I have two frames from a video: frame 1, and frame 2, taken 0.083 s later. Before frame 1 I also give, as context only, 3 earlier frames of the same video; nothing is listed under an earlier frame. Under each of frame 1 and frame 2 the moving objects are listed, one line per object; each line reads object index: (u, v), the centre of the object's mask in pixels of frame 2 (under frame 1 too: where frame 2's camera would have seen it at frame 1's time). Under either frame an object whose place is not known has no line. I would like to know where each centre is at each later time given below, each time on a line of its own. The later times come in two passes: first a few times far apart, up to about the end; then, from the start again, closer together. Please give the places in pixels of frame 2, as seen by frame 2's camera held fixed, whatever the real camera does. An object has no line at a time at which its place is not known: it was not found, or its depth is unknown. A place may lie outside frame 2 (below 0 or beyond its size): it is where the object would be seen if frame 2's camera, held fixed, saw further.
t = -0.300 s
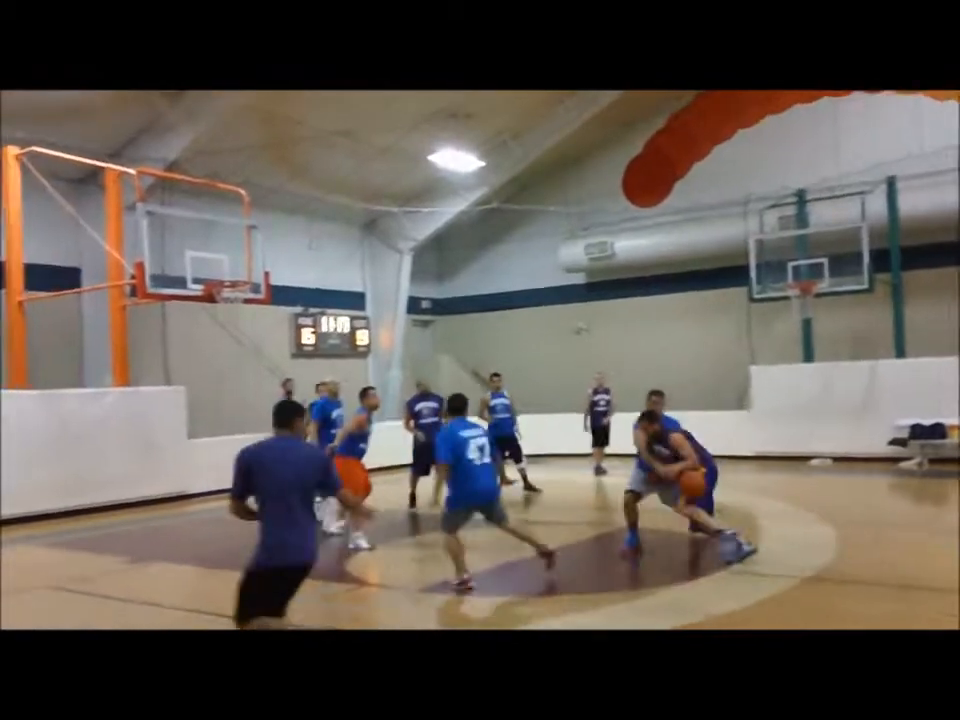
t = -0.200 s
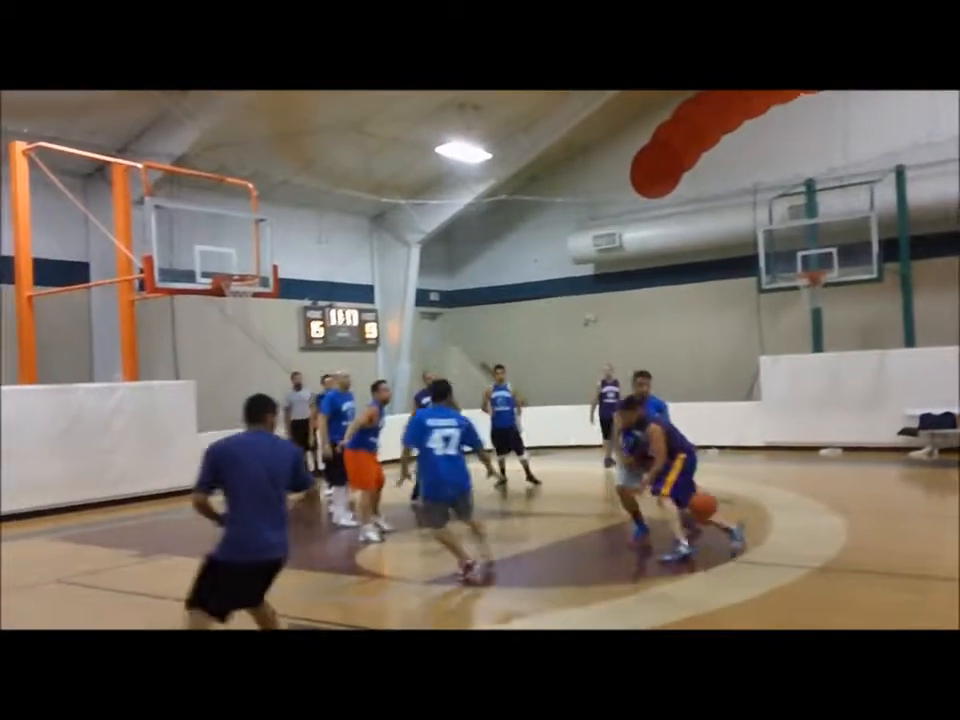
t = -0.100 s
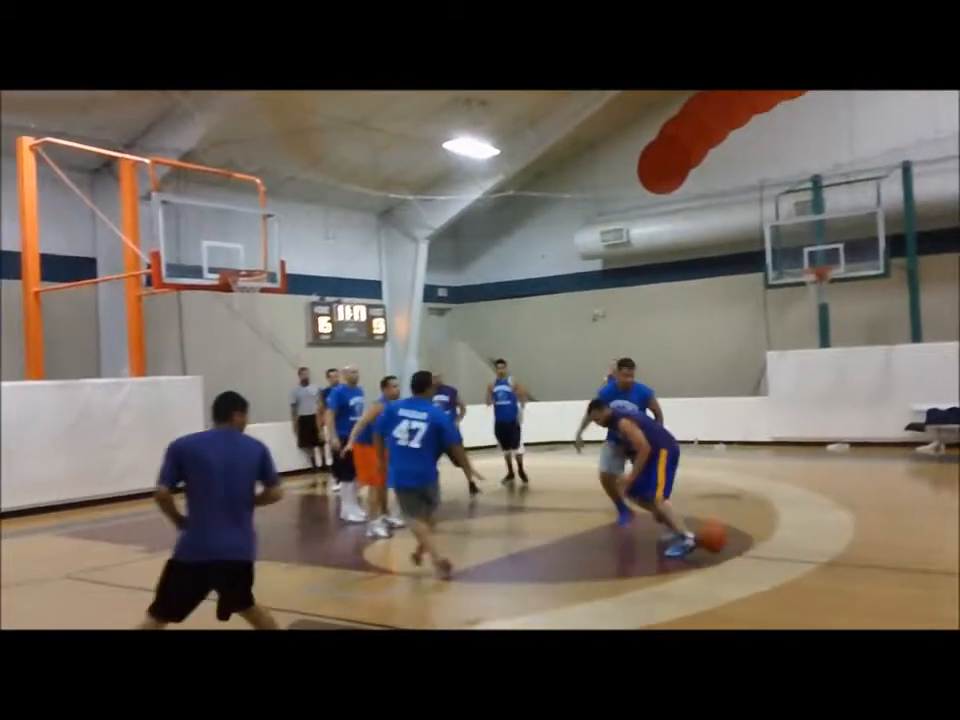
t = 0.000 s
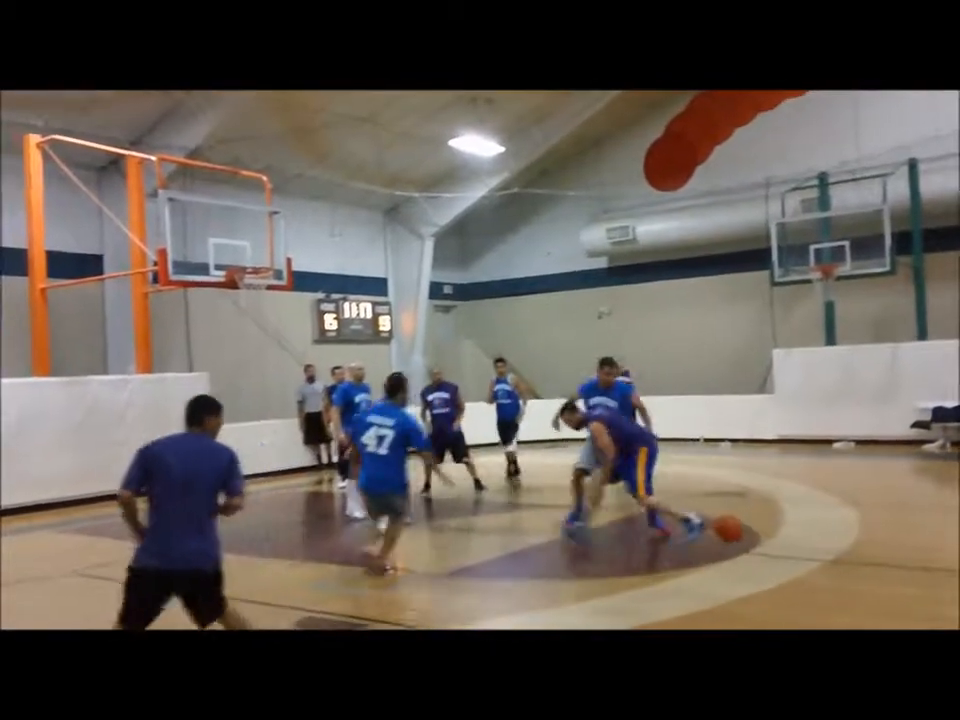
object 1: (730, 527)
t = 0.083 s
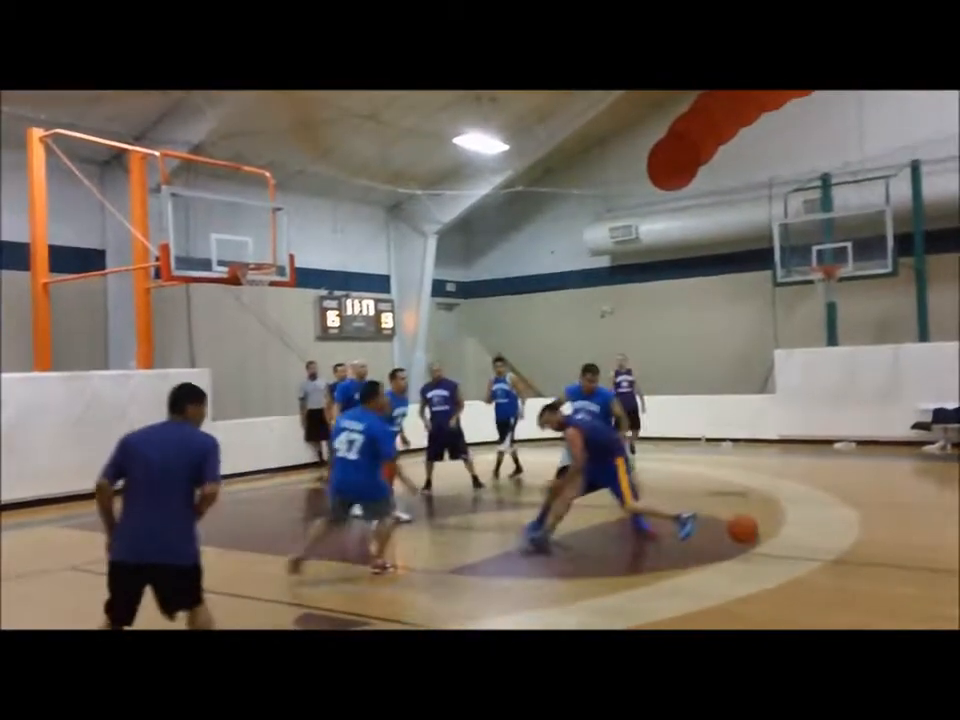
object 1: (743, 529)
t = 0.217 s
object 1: (762, 546)
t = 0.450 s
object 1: (813, 548)
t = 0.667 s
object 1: (856, 556)
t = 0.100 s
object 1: (744, 530)
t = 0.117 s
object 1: (748, 531)
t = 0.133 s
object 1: (749, 533)
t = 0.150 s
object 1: (752, 536)
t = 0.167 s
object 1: (754, 539)
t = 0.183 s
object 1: (756, 542)
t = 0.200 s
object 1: (760, 547)
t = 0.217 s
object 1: (762, 546)
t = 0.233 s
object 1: (767, 544)
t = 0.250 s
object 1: (770, 542)
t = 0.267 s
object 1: (773, 540)
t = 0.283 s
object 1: (775, 540)
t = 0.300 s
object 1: (779, 539)
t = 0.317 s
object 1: (782, 539)
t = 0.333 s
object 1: (786, 538)
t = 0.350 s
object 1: (790, 539)
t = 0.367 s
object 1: (794, 539)
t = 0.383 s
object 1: (797, 540)
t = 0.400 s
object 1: (802, 541)
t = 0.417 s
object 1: (805, 543)
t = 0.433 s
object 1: (809, 545)
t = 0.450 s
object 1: (813, 548)
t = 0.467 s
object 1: (816, 551)
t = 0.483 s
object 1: (819, 554)
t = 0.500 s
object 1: (822, 553)
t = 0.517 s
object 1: (825, 551)
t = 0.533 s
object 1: (829, 550)
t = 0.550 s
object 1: (832, 549)
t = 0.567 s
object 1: (836, 549)
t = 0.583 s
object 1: (839, 549)
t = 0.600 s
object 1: (843, 550)
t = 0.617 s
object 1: (846, 550)
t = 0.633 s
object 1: (849, 552)
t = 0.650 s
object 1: (853, 553)
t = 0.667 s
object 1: (856, 556)
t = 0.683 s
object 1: (860, 559)
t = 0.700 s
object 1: (863, 561)
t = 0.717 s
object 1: (868, 562)
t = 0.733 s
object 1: (873, 562)
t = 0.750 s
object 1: (876, 561)
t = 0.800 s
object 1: (887, 561)
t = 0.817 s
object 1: (890, 561)
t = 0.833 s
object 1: (893, 563)
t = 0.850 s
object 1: (896, 565)
